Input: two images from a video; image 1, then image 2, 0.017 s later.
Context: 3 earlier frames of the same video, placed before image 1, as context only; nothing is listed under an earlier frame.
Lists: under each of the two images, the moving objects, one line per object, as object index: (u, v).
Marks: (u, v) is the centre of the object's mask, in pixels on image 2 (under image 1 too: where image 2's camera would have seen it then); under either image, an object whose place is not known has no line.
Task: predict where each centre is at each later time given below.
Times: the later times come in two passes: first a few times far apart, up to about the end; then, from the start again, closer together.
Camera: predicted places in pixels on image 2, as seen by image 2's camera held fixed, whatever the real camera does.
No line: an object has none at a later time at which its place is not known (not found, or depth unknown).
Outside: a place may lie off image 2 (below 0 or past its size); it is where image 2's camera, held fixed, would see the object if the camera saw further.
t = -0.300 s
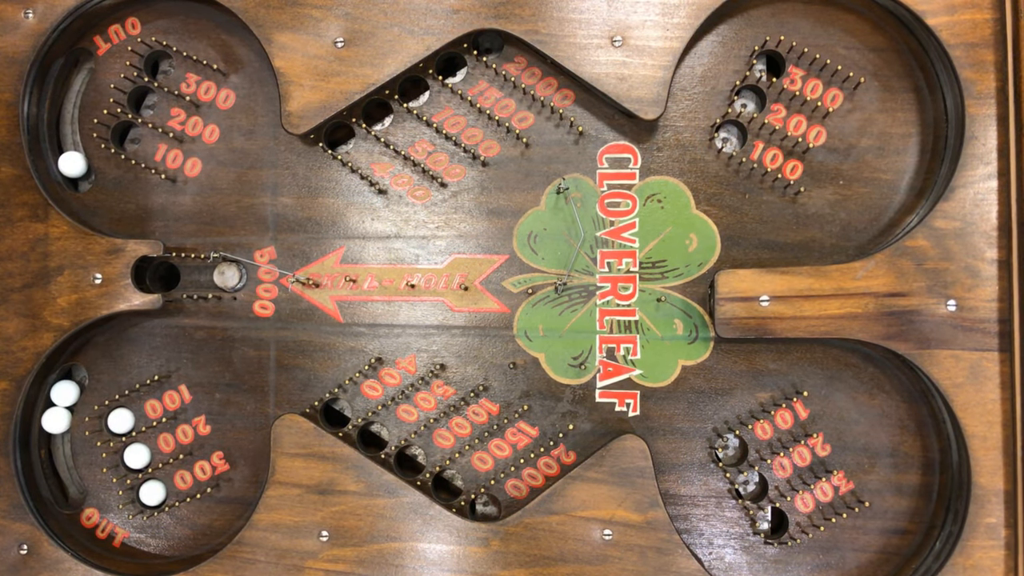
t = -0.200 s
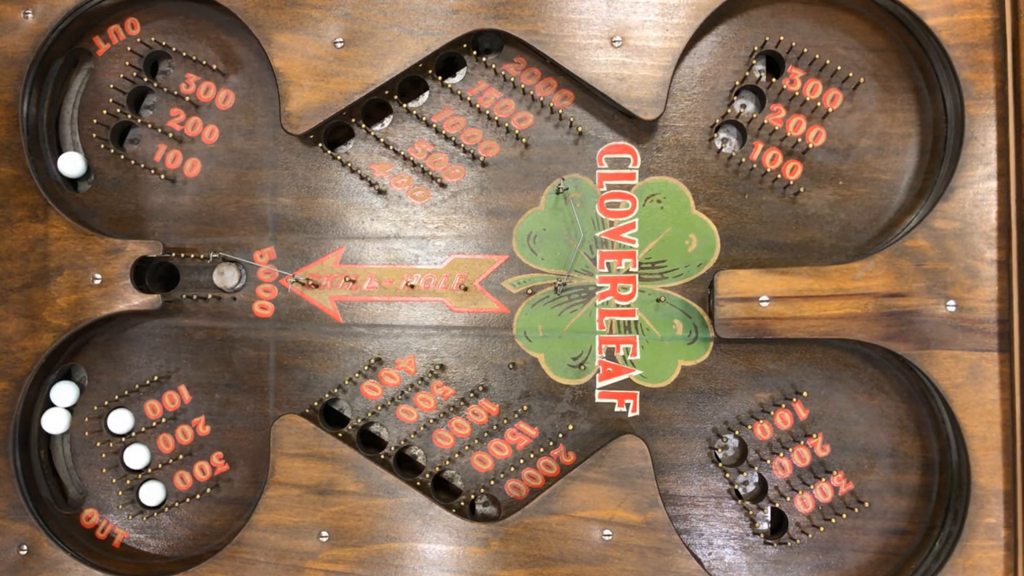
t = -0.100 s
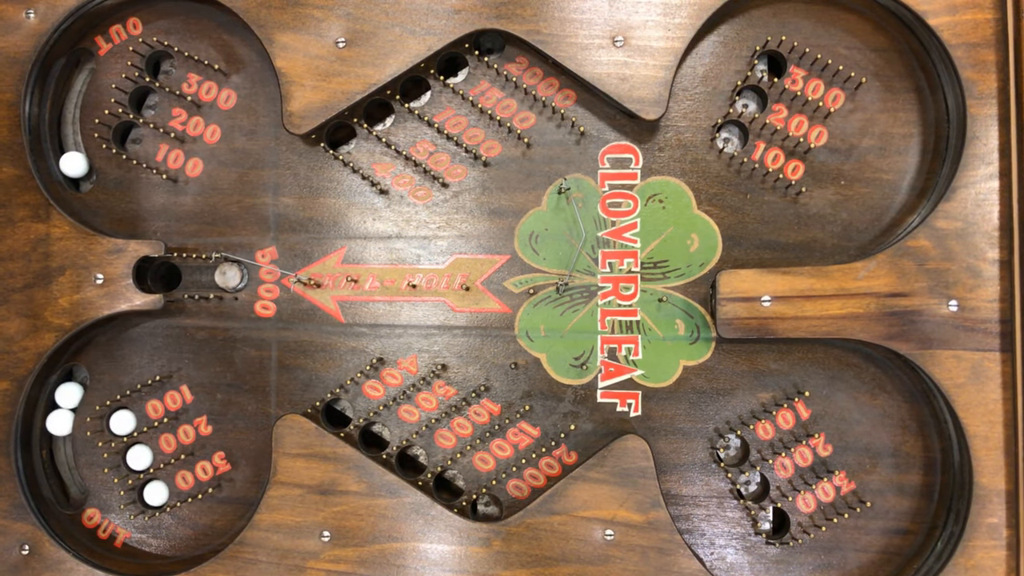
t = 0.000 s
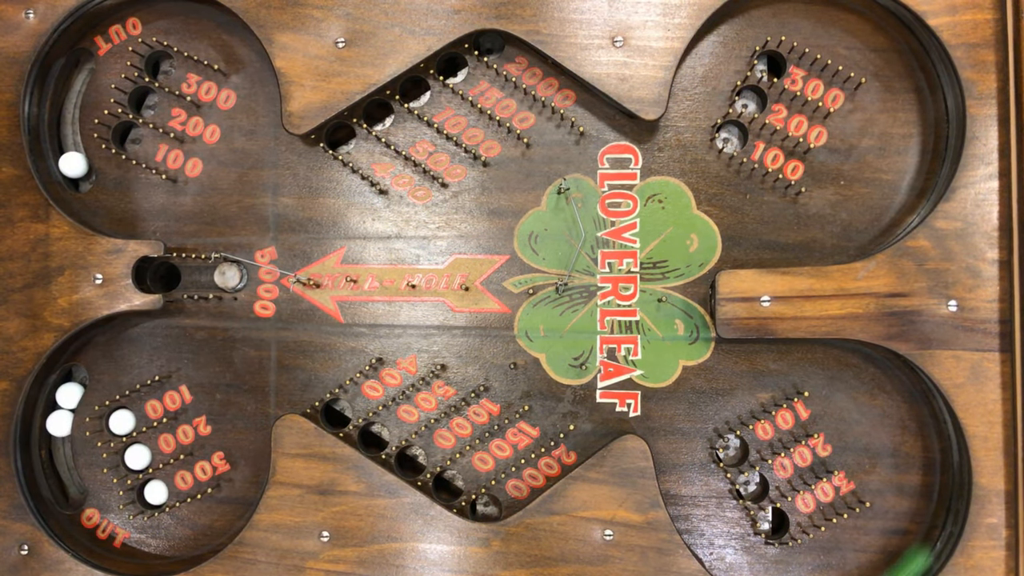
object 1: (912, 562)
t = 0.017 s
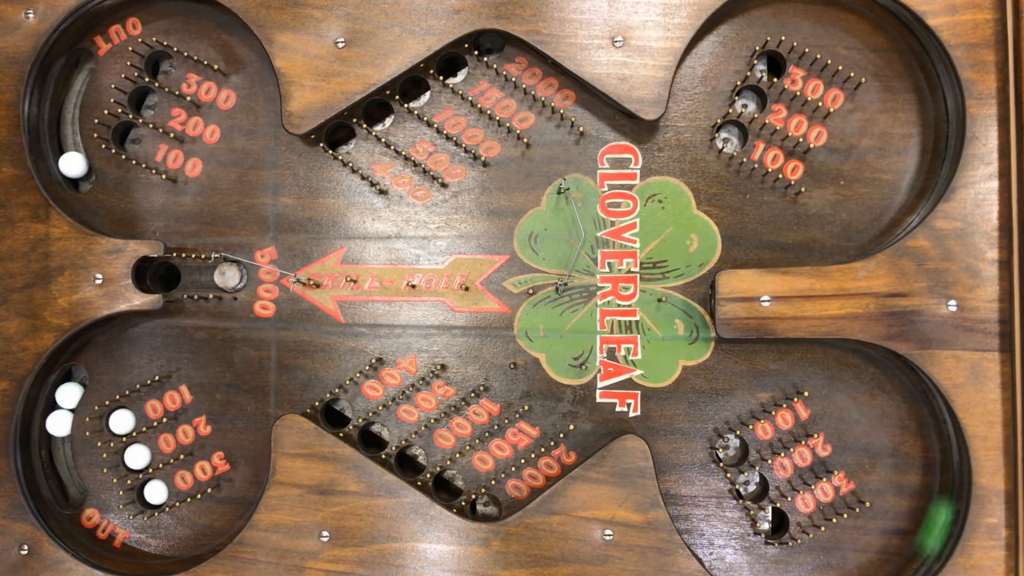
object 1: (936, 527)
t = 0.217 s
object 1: (546, 337)
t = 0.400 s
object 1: (161, 320)
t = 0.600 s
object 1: (159, 563)
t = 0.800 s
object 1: (269, 285)
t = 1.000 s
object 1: (240, 33)
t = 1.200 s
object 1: (49, 65)
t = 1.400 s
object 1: (119, 231)
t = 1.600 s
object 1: (307, 236)
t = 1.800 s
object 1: (476, 234)
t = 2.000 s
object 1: (613, 234)
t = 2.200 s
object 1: (725, 233)
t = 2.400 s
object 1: (808, 234)
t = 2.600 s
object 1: (869, 232)
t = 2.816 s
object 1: (898, 215)
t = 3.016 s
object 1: (900, 198)
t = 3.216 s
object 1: (882, 183)
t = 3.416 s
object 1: (844, 169)
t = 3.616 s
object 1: (801, 165)
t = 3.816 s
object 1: (773, 154)
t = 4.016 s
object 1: (738, 133)
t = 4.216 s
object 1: (730, 137)
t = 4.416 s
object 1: (731, 136)
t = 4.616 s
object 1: (731, 136)
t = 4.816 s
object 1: (731, 136)
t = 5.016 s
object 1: (730, 137)
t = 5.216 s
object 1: (730, 136)
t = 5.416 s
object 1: (730, 136)
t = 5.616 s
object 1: (730, 137)
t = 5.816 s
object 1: (731, 136)
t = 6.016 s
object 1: (731, 136)
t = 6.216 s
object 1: (730, 137)
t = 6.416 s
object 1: (731, 136)
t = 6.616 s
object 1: (730, 136)
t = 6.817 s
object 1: (730, 136)
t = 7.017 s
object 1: (730, 137)
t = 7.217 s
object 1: (730, 137)
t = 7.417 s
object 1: (730, 137)
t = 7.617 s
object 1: (730, 137)
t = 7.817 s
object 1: (731, 136)
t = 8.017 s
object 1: (730, 137)
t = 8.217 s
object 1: (730, 136)
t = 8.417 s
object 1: (730, 136)
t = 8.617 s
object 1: (730, 136)
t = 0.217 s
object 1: (546, 337)
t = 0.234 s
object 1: (508, 334)
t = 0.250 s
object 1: (474, 334)
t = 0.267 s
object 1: (437, 332)
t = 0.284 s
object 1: (400, 331)
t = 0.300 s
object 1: (363, 329)
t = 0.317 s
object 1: (327, 327)
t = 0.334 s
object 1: (294, 325)
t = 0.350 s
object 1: (259, 324)
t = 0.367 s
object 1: (227, 322)
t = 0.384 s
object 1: (193, 320)
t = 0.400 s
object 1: (161, 320)
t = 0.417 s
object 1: (129, 322)
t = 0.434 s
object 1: (98, 332)
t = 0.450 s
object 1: (67, 351)
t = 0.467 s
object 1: (46, 377)
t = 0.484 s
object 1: (31, 410)
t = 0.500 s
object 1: (28, 444)
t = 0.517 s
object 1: (33, 479)
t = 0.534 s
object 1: (46, 508)
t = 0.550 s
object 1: (67, 534)
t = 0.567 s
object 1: (96, 554)
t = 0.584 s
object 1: (127, 563)
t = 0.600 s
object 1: (159, 563)
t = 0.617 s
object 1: (187, 556)
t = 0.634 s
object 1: (213, 542)
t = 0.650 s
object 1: (235, 521)
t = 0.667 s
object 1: (250, 497)
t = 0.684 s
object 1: (260, 471)
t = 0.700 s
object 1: (263, 441)
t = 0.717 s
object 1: (268, 411)
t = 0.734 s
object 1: (270, 386)
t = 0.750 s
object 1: (270, 359)
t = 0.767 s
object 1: (269, 336)
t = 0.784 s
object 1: (269, 312)
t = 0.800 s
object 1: (269, 285)
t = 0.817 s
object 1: (269, 263)
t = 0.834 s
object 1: (268, 238)
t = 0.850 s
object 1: (266, 219)
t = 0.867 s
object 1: (265, 198)
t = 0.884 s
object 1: (263, 176)
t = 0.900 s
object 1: (262, 155)
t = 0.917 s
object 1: (260, 134)
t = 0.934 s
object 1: (258, 112)
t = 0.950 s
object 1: (256, 90)
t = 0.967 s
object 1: (254, 70)
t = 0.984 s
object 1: (250, 50)
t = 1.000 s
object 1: (240, 33)
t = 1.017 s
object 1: (226, 21)
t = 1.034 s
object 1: (211, 11)
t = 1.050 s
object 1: (196, 6)
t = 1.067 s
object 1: (177, 4)
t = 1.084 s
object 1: (157, 4)
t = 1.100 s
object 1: (136, 5)
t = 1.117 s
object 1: (117, 7)
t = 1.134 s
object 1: (100, 12)
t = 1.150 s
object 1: (84, 22)
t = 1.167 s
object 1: (70, 34)
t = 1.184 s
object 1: (58, 49)
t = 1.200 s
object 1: (49, 65)
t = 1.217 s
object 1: (42, 83)
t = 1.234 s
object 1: (37, 101)
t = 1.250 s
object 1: (36, 120)
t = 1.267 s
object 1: (37, 138)
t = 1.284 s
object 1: (41, 155)
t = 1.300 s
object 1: (46, 170)
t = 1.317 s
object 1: (55, 187)
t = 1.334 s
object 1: (66, 200)
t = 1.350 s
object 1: (76, 211)
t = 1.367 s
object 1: (90, 220)
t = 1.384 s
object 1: (105, 227)
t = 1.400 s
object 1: (119, 231)
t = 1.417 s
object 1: (135, 233)
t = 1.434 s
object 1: (154, 235)
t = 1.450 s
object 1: (170, 238)
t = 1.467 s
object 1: (184, 239)
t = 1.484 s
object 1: (200, 239)
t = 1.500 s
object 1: (215, 238)
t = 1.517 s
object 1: (231, 238)
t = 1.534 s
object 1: (247, 237)
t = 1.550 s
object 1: (262, 237)
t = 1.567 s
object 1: (277, 237)
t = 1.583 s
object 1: (292, 236)
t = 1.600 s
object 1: (307, 236)
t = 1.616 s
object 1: (322, 236)
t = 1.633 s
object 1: (337, 236)
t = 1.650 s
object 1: (351, 235)
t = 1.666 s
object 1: (366, 235)
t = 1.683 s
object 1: (380, 235)
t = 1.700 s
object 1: (394, 235)
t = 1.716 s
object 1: (409, 235)
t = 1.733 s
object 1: (423, 235)
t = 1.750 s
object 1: (436, 235)
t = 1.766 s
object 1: (450, 235)
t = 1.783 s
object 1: (463, 234)
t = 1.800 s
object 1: (476, 234)
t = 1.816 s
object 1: (489, 235)
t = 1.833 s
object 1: (500, 234)
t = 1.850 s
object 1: (513, 234)
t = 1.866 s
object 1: (526, 234)
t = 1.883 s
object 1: (539, 234)
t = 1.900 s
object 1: (551, 234)
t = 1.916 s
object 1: (564, 234)
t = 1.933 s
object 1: (573, 233)
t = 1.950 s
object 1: (583, 234)
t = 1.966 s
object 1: (595, 233)
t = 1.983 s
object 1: (604, 234)
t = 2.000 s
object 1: (613, 234)
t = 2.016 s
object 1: (624, 234)
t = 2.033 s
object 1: (635, 234)
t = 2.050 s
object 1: (645, 233)
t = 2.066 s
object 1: (653, 234)
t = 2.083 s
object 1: (663, 234)
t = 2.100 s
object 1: (673, 234)
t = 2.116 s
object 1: (682, 234)
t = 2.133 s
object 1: (691, 234)
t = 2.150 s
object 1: (699, 234)
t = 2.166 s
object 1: (709, 234)
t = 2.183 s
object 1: (716, 233)
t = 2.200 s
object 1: (725, 233)
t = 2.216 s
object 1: (733, 234)
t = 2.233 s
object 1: (739, 234)
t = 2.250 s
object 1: (747, 234)
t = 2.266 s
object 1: (754, 234)
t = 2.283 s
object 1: (761, 234)
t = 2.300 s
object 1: (769, 234)
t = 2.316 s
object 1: (776, 234)
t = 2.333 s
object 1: (782, 234)
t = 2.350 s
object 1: (789, 234)
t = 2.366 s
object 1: (796, 234)
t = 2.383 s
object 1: (802, 234)
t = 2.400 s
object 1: (808, 234)
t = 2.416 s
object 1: (814, 234)
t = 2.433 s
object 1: (820, 234)
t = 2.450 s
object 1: (826, 233)
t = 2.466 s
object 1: (831, 233)
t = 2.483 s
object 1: (836, 233)
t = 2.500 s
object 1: (842, 233)
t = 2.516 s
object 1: (846, 233)
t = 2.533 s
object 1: (851, 232)
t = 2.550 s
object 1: (856, 232)
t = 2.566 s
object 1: (860, 233)
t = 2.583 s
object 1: (864, 232)
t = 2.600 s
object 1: (869, 232)
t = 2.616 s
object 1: (873, 232)
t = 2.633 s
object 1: (877, 232)
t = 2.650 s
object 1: (880, 232)
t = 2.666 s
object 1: (883, 231)
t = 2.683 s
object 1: (885, 229)
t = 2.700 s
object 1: (887, 227)
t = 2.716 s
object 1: (889, 225)
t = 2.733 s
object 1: (891, 223)
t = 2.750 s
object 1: (893, 222)
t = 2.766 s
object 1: (894, 220)
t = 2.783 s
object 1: (896, 219)
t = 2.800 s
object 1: (897, 217)
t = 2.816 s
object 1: (898, 215)
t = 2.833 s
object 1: (899, 214)
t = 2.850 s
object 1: (900, 213)
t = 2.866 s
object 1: (901, 211)
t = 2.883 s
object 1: (901, 210)
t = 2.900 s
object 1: (901, 208)
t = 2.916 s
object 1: (902, 207)
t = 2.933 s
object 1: (902, 205)
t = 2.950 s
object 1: (902, 204)
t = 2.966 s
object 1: (902, 203)
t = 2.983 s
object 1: (901, 201)
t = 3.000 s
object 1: (901, 200)
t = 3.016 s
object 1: (900, 198)
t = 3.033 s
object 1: (900, 197)
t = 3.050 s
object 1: (899, 196)
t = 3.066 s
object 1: (898, 195)
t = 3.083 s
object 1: (897, 193)
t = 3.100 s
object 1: (896, 192)
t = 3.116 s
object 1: (894, 191)
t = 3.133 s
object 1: (893, 189)
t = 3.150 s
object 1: (891, 188)
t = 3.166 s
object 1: (889, 187)
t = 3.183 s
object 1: (887, 186)
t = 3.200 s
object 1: (885, 184)
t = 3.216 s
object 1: (882, 183)
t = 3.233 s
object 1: (880, 182)
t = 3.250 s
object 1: (877, 181)
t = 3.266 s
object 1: (875, 180)
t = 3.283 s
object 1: (872, 178)
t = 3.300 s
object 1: (869, 177)
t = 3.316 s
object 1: (866, 176)
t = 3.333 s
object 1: (862, 175)
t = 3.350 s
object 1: (859, 174)
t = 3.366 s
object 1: (856, 173)
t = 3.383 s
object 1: (852, 172)
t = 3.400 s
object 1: (848, 170)
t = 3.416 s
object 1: (844, 169)
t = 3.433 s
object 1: (840, 168)
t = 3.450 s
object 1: (836, 167)
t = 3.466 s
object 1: (831, 166)
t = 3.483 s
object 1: (827, 166)
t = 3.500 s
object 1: (822, 165)
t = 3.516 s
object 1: (817, 164)
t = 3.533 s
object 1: (813, 165)
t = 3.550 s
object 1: (808, 167)
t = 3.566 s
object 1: (805, 169)
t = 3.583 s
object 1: (801, 170)
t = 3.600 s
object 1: (801, 167)
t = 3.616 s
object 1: (801, 165)
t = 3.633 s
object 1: (801, 162)
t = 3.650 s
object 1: (799, 162)
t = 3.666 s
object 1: (796, 161)
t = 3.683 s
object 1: (794, 160)
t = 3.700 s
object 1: (792, 160)
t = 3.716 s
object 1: (789, 159)
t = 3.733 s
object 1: (786, 158)
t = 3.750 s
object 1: (784, 157)
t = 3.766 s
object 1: (781, 156)
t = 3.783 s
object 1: (778, 156)
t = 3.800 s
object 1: (775, 155)
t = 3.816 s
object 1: (773, 154)
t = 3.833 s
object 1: (769, 154)
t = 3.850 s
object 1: (765, 153)
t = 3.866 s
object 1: (762, 152)
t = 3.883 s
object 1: (757, 152)
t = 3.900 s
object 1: (755, 150)
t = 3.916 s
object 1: (754, 148)
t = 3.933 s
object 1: (752, 145)
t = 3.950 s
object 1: (751, 143)
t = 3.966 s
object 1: (749, 140)
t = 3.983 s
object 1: (747, 137)
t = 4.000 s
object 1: (743, 135)
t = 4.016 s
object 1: (738, 133)
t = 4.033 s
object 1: (732, 133)
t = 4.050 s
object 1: (731, 136)
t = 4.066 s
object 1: (733, 136)
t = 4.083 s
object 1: (733, 134)
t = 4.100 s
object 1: (731, 135)
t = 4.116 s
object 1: (731, 137)
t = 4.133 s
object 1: (732, 136)
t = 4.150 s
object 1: (731, 135)
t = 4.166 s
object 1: (731, 137)
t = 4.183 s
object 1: (732, 136)
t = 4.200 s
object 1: (731, 136)
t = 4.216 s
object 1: (730, 137)
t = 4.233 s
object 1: (731, 137)
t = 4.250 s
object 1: (731, 137)
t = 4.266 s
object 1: (731, 136)
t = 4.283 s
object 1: (731, 136)
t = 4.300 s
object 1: (730, 136)
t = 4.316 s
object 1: (730, 137)
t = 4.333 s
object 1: (730, 137)
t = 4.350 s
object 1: (731, 137)
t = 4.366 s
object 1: (731, 137)
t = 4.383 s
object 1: (731, 137)
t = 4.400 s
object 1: (731, 136)
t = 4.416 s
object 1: (731, 136)
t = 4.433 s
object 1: (731, 136)
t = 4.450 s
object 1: (730, 137)
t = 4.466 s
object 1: (730, 137)
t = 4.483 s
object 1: (731, 137)
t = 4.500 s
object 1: (731, 137)
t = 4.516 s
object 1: (731, 137)
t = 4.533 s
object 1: (731, 137)
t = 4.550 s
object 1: (731, 137)
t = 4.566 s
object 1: (731, 137)
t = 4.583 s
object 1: (731, 136)
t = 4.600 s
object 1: (731, 136)
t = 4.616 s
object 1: (731, 136)
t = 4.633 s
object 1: (730, 136)
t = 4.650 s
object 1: (730, 137)
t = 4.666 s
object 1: (730, 137)
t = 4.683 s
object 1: (730, 137)
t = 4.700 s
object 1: (731, 137)
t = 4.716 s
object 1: (731, 137)
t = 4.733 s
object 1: (731, 137)
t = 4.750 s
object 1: (731, 137)
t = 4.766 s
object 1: (731, 137)
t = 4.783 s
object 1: (731, 137)
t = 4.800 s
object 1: (731, 137)
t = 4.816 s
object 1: (731, 136)
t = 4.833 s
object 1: (731, 136)
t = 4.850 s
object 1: (731, 136)
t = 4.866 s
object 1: (731, 136)
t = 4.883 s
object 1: (731, 136)
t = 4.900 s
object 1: (730, 136)
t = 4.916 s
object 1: (730, 137)
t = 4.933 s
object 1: (730, 137)
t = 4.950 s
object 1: (730, 137)
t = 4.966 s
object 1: (730, 137)
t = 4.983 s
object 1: (730, 137)
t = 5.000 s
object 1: (730, 137)
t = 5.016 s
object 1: (730, 137)
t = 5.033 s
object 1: (730, 137)
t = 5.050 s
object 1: (730, 137)
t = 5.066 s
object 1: (730, 137)
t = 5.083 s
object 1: (730, 137)
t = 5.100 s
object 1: (730, 137)
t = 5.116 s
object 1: (730, 137)
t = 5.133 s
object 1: (730, 137)
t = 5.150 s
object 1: (730, 137)
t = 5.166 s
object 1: (730, 137)
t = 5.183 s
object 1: (730, 137)
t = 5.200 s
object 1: (730, 136)
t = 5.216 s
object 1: (730, 136)
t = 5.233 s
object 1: (730, 136)
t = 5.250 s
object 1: (730, 136)
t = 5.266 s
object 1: (730, 136)
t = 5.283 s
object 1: (730, 136)
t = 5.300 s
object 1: (730, 136)
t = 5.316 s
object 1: (730, 136)
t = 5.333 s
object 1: (730, 136)
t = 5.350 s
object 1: (730, 136)
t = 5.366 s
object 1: (730, 136)
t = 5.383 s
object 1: (730, 136)
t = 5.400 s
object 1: (730, 136)
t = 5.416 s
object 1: (730, 136)
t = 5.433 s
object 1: (730, 136)
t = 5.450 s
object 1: (730, 136)
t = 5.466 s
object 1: (730, 136)
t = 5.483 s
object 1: (730, 137)
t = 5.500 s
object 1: (730, 137)
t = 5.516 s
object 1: (730, 137)
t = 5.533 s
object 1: (730, 137)
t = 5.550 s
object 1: (730, 137)
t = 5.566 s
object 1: (730, 137)
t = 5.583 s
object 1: (730, 137)
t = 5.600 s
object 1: (730, 137)
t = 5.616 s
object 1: (730, 137)
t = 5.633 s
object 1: (730, 137)
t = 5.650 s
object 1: (730, 137)
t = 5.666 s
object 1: (731, 136)
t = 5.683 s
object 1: (731, 136)
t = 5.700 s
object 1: (731, 136)
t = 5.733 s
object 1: (731, 136)
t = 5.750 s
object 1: (731, 136)
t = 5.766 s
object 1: (731, 136)
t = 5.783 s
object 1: (731, 136)
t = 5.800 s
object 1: (731, 136)
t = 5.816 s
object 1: (731, 136)
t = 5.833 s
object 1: (731, 136)
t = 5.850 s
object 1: (731, 136)
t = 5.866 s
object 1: (731, 136)
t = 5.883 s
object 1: (731, 136)
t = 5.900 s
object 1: (731, 136)
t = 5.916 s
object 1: (731, 136)
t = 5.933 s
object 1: (731, 136)
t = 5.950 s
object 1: (731, 136)
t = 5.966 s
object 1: (731, 136)
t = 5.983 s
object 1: (731, 136)
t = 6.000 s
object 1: (731, 136)
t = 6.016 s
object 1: (731, 136)
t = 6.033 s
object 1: (731, 136)
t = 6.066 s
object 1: (731, 136)
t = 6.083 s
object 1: (731, 136)
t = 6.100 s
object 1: (731, 136)
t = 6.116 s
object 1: (731, 136)
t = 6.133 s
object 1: (730, 137)
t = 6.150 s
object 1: (731, 136)
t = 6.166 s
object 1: (730, 137)
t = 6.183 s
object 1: (731, 136)
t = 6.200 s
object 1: (731, 136)
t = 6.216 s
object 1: (730, 137)
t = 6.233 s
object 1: (730, 137)
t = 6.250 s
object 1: (731, 136)
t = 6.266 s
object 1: (731, 136)
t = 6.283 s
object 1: (731, 136)
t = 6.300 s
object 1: (731, 136)
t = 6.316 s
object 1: (730, 137)
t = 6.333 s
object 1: (730, 137)
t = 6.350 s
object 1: (731, 136)
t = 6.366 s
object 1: (731, 136)
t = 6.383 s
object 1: (731, 136)
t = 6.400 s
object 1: (731, 136)
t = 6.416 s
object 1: (731, 136)
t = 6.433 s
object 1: (731, 136)
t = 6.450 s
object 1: (731, 136)
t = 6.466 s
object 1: (731, 136)
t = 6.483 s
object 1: (731, 136)
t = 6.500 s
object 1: (730, 136)
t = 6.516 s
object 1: (730, 136)
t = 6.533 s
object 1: (731, 136)
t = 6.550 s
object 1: (730, 136)
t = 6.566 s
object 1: (731, 136)
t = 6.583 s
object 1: (730, 137)
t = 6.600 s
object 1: (730, 137)
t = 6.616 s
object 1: (730, 136)
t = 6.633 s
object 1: (730, 136)
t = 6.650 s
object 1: (730, 136)
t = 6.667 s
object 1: (730, 136)
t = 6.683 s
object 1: (730, 136)
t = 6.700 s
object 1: (730, 137)
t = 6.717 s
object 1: (730, 137)
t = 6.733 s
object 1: (730, 137)
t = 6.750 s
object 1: (730, 137)
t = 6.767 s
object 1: (730, 137)
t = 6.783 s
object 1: (730, 137)
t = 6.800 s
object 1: (730, 136)
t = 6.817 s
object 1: (730, 136)
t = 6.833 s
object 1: (730, 137)
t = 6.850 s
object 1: (730, 137)
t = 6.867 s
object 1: (730, 137)
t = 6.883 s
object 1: (730, 137)
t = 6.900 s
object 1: (730, 137)
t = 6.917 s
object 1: (730, 137)
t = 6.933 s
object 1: (730, 137)
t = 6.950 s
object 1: (730, 137)
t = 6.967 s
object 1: (730, 137)
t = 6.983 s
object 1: (730, 137)
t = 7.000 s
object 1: (730, 137)
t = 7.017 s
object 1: (730, 137)
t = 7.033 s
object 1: (730, 137)
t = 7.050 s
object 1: (730, 137)
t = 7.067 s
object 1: (730, 137)
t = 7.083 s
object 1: (730, 137)
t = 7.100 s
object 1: (730, 137)
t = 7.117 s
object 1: (730, 137)
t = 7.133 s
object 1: (730, 137)
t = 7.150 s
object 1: (730, 137)
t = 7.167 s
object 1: (730, 137)
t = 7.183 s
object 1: (730, 137)
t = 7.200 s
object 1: (730, 137)
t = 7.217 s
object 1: (730, 137)
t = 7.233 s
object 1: (730, 137)
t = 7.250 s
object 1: (730, 137)
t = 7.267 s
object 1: (730, 137)
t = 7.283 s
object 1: (730, 137)
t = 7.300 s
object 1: (730, 137)
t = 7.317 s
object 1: (730, 137)
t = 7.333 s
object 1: (730, 137)
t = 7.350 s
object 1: (730, 137)
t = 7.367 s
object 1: (730, 137)
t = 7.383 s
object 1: (730, 137)
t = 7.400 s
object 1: (730, 137)
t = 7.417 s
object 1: (730, 137)
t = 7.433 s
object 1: (730, 137)
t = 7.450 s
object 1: (730, 137)
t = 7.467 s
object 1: (730, 137)
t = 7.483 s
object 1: (730, 137)
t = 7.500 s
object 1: (730, 137)
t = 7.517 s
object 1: (730, 137)
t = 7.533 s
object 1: (730, 137)
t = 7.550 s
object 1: (730, 137)
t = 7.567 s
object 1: (730, 137)
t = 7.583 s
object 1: (730, 137)
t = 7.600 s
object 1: (730, 136)
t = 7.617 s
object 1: (730, 137)
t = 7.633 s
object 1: (730, 136)
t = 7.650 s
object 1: (730, 137)
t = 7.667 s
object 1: (730, 136)
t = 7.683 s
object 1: (730, 136)
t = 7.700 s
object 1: (731, 136)
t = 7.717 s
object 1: (730, 136)
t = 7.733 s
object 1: (731, 136)
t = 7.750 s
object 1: (730, 136)
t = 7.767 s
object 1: (731, 136)
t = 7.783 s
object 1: (731, 136)
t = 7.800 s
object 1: (731, 136)
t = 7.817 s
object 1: (731, 136)
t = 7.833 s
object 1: (731, 136)
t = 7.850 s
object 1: (731, 136)
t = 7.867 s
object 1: (731, 136)
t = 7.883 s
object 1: (731, 136)
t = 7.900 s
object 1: (731, 136)
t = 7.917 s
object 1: (730, 136)
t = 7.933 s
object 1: (730, 136)
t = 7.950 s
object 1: (731, 136)
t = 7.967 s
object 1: (730, 137)
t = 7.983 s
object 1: (730, 137)
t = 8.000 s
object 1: (730, 137)
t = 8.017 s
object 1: (730, 137)
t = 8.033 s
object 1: (730, 137)
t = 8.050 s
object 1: (730, 136)
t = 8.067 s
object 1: (730, 137)
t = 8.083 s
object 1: (730, 137)
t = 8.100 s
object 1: (730, 137)
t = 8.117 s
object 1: (730, 137)
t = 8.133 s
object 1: (730, 136)
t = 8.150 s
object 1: (730, 136)
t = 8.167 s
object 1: (730, 137)
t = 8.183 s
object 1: (730, 136)
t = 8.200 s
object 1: (730, 137)
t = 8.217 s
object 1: (730, 136)
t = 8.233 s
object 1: (730, 137)
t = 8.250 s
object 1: (730, 137)
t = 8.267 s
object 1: (730, 137)
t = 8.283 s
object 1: (730, 137)
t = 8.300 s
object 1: (730, 136)
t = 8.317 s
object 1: (730, 136)
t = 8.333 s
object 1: (730, 137)
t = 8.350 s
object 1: (730, 136)
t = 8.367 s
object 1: (730, 136)
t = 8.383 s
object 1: (730, 136)
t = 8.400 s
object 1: (730, 136)
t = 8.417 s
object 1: (730, 136)
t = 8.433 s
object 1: (730, 136)
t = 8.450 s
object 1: (730, 136)
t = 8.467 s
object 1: (730, 136)
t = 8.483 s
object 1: (730, 137)
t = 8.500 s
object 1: (730, 136)
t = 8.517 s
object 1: (730, 136)
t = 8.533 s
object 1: (730, 136)
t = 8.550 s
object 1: (731, 136)
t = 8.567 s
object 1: (731, 136)
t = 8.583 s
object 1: (731, 136)
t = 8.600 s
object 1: (731, 136)
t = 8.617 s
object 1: (730, 136)
